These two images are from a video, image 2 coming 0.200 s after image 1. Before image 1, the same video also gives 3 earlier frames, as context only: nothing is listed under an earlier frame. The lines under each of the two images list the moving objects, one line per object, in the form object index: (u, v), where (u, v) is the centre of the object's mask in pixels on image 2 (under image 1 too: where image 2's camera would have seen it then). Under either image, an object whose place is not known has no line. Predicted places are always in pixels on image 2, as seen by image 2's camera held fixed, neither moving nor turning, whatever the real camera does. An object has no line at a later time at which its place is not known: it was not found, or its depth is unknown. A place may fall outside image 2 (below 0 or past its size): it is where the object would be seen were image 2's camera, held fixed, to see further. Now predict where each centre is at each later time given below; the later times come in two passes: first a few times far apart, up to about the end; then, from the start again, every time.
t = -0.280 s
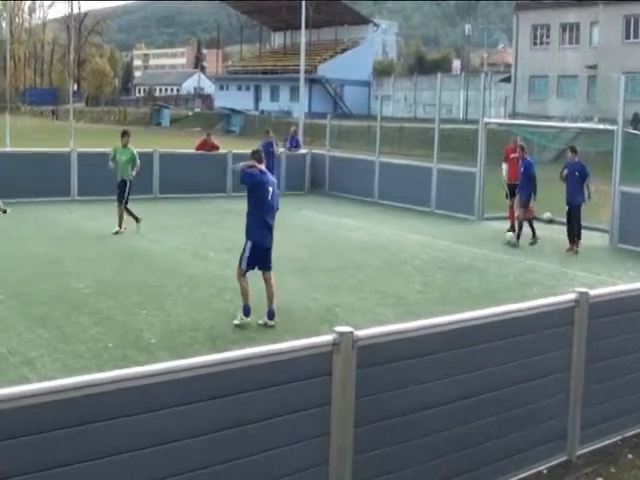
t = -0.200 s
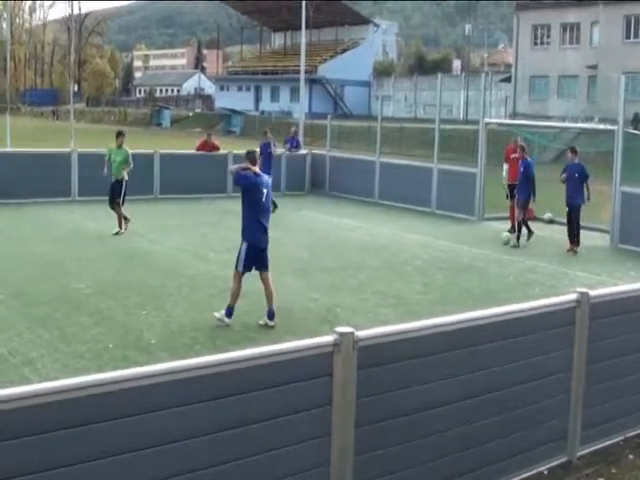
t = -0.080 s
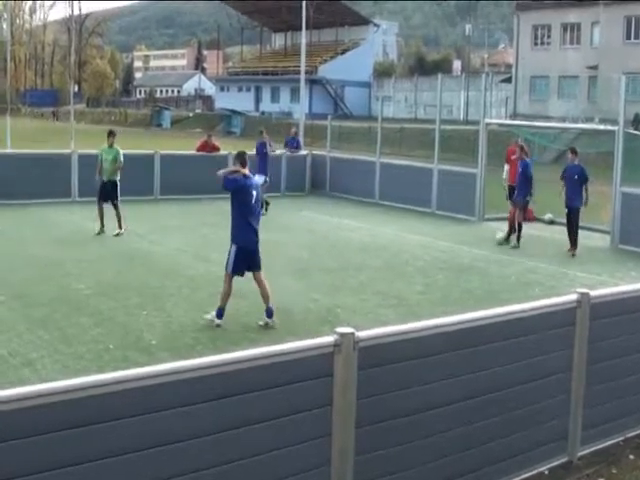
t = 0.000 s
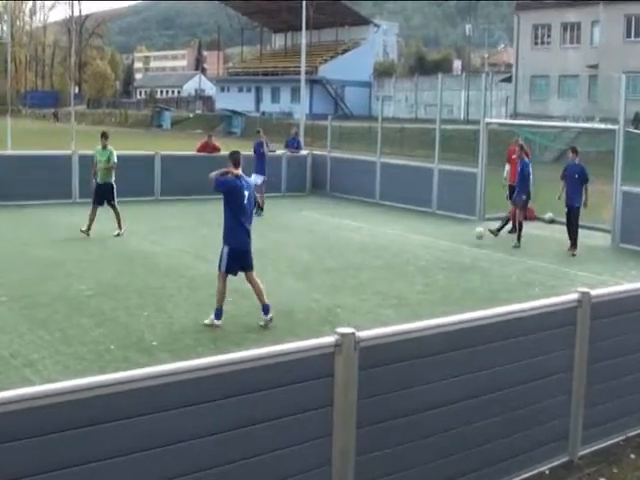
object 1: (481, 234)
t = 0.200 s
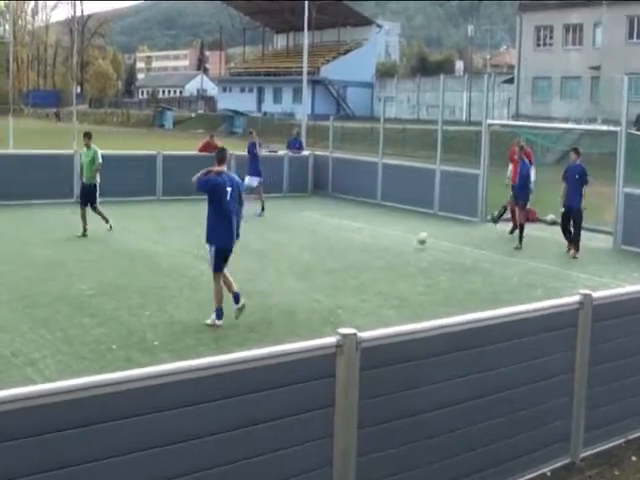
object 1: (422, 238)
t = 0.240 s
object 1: (409, 242)
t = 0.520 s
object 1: (340, 244)
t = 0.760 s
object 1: (293, 245)
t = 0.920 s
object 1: (260, 245)
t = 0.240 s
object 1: (409, 242)
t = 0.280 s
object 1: (400, 242)
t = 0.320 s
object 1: (389, 241)
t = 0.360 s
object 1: (379, 242)
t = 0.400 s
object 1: (368, 242)
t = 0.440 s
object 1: (359, 243)
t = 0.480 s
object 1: (349, 244)
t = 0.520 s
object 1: (340, 244)
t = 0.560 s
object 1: (331, 244)
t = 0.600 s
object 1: (324, 244)
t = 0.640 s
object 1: (315, 244)
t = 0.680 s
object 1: (308, 245)
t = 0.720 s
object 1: (300, 245)
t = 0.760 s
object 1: (293, 245)
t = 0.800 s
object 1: (284, 245)
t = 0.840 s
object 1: (276, 245)
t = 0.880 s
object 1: (269, 245)
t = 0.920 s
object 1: (260, 245)
